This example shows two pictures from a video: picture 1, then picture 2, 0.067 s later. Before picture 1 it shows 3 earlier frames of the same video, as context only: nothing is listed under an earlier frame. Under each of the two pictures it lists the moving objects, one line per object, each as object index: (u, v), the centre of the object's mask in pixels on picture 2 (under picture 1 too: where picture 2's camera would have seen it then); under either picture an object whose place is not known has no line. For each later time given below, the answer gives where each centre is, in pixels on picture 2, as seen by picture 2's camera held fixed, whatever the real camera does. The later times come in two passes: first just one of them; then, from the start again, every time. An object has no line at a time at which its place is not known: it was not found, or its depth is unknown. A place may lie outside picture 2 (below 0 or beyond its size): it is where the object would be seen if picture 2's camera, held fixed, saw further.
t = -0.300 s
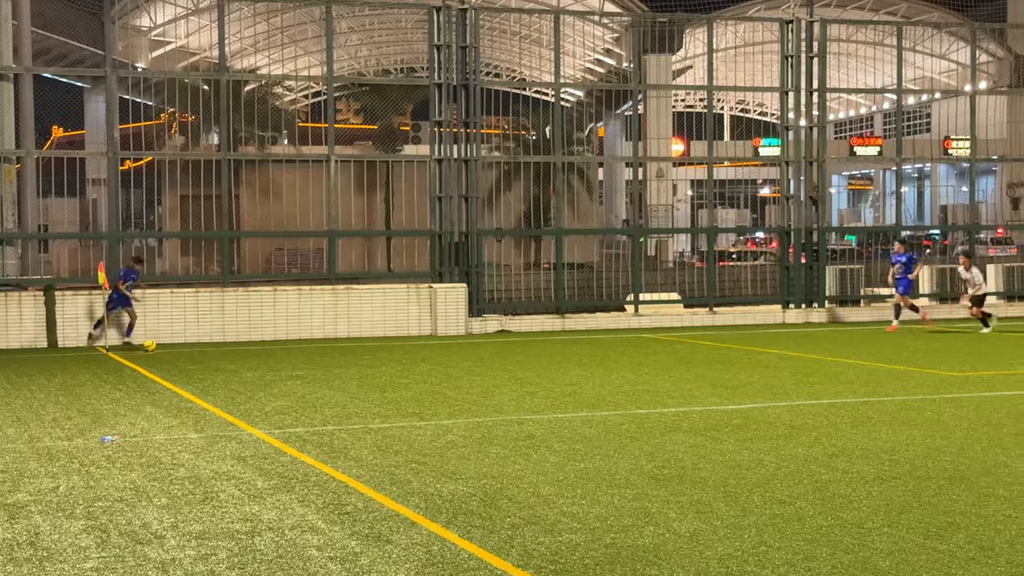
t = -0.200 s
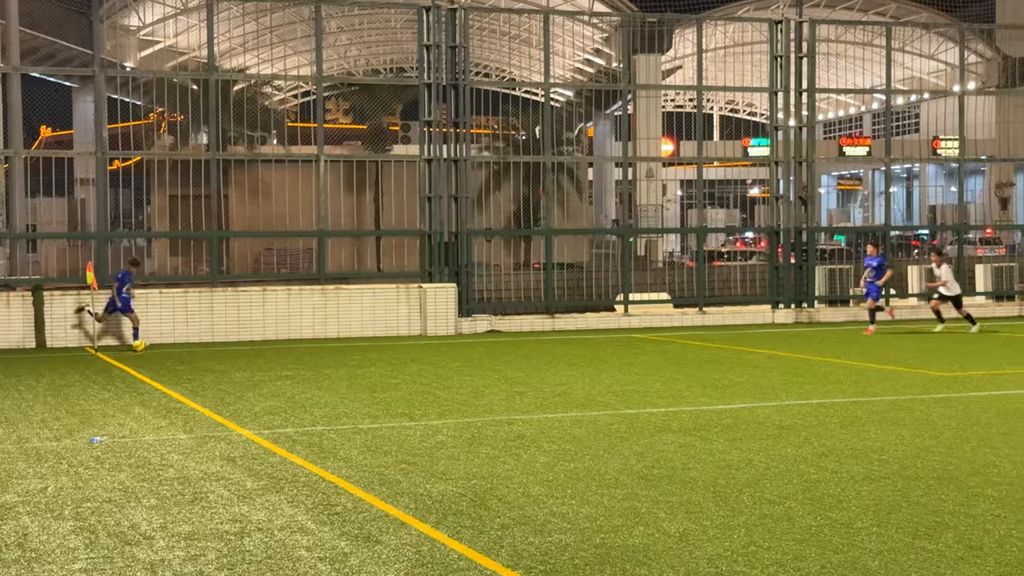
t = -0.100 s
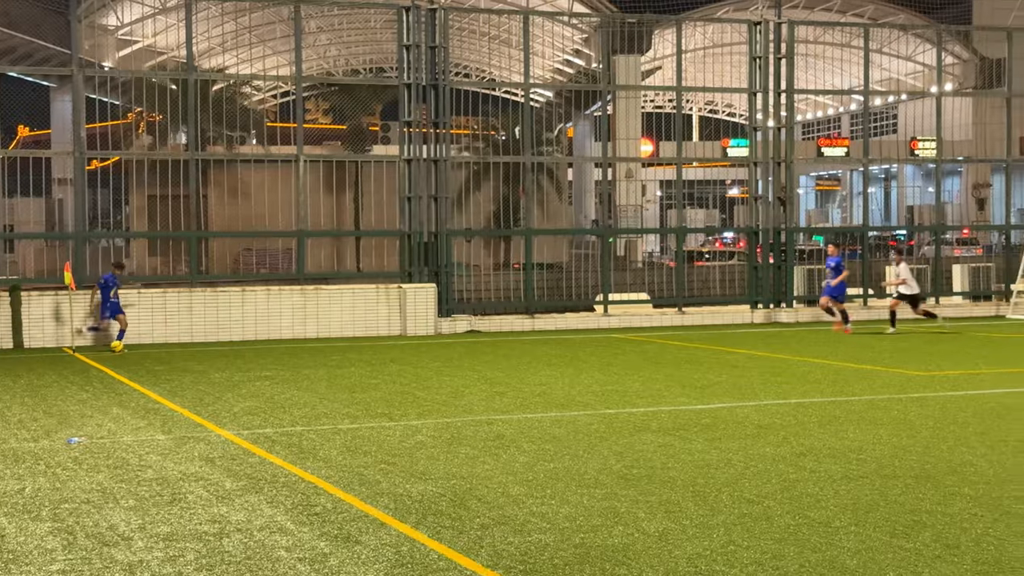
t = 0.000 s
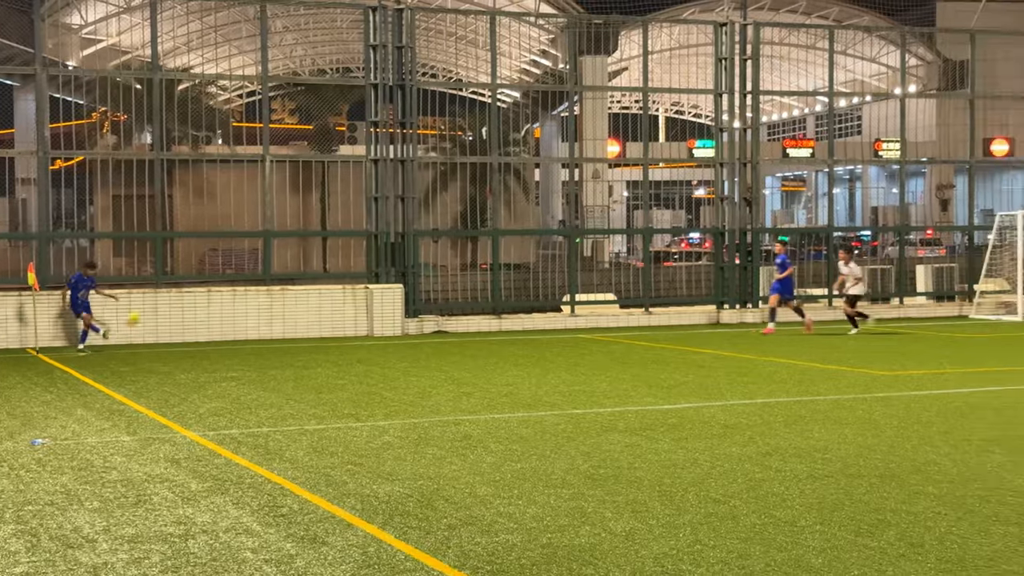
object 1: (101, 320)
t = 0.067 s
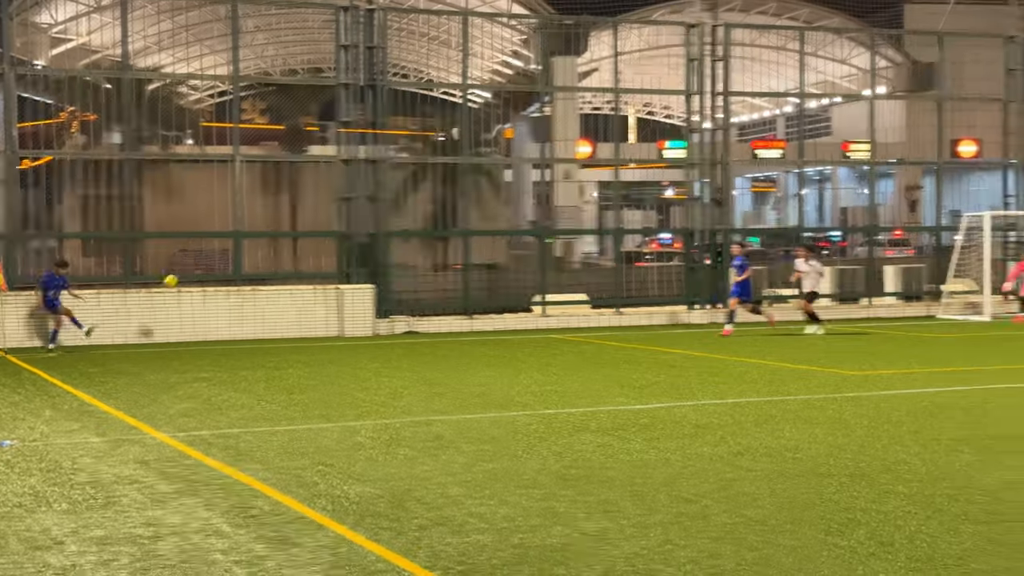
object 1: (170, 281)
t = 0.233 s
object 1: (331, 200)
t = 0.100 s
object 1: (203, 263)
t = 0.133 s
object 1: (236, 247)
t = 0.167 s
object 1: (268, 231)
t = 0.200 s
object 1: (300, 215)
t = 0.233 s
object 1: (331, 200)
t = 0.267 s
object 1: (362, 186)
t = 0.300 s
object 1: (392, 172)
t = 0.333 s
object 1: (421, 158)
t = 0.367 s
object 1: (451, 145)
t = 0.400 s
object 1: (480, 134)
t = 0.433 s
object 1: (508, 121)
